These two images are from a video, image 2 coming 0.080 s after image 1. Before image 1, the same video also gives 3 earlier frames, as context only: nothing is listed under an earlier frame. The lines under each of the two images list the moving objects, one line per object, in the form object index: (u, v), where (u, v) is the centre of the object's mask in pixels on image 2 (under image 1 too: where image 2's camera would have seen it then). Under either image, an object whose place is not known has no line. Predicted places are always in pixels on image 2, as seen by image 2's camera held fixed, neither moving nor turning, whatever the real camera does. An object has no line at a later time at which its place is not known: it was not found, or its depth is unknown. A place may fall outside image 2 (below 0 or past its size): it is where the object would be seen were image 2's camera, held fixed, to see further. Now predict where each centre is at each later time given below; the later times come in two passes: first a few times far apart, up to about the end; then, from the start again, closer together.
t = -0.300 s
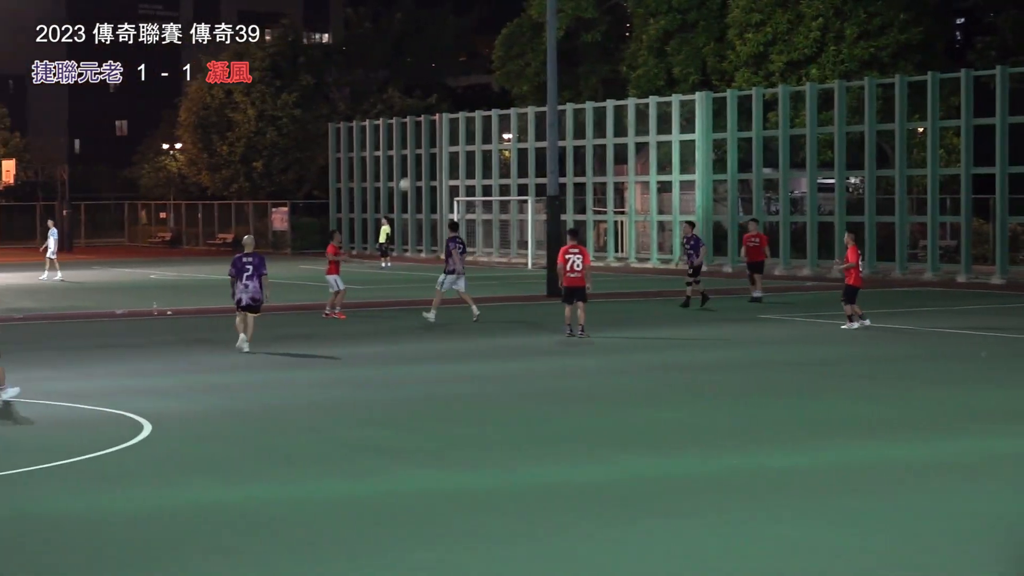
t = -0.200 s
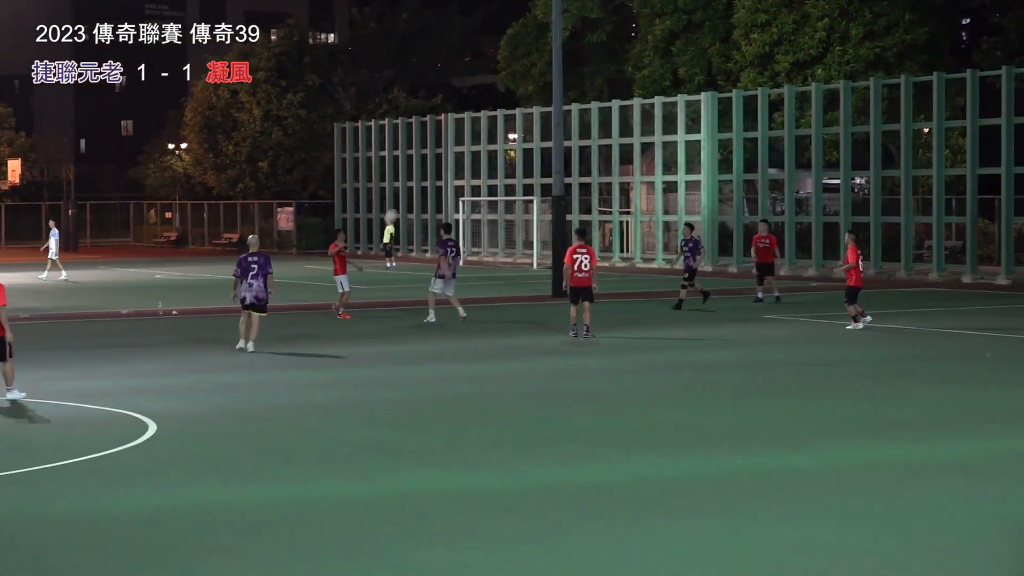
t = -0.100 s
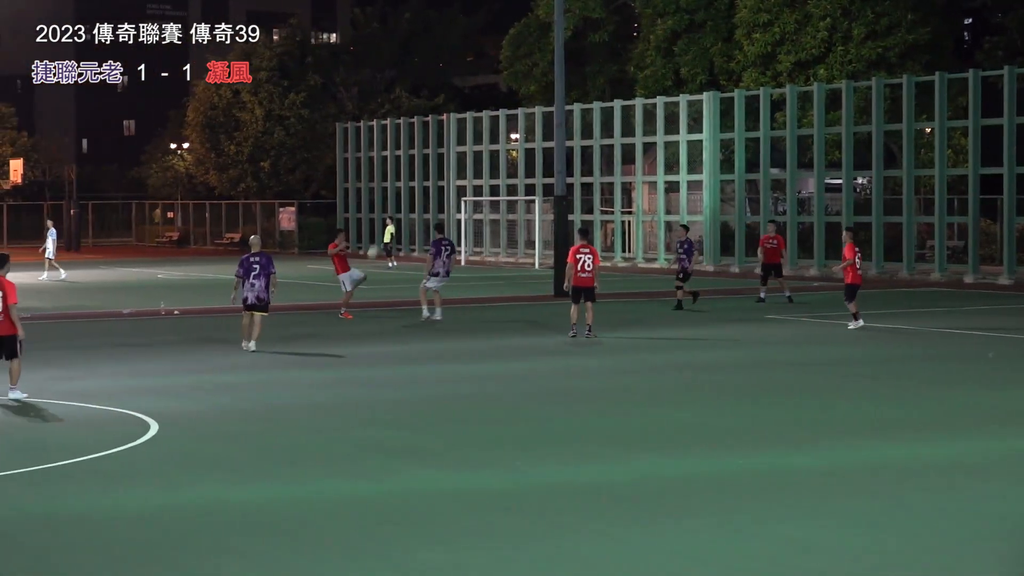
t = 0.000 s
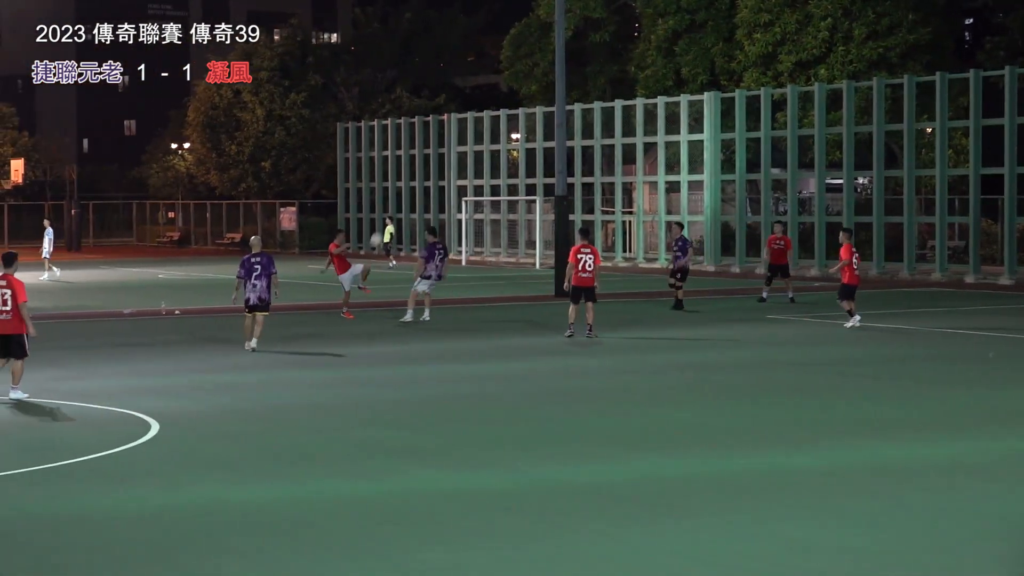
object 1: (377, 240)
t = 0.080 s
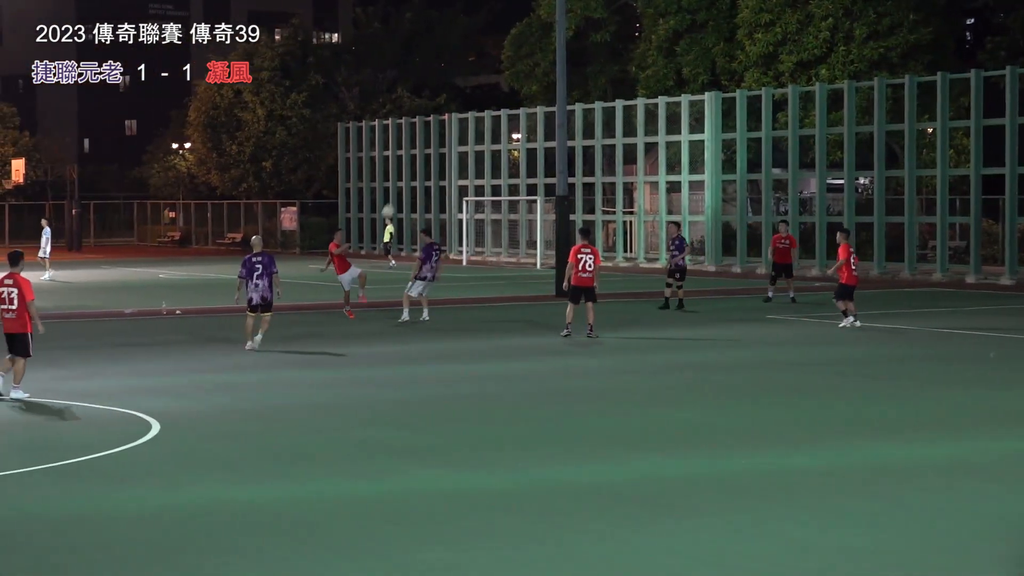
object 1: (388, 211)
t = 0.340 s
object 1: (426, 138)
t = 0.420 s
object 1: (439, 121)
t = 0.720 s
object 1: (490, 94)
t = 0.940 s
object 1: (526, 108)
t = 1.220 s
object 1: (576, 171)
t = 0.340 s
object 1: (426, 138)
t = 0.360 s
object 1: (430, 133)
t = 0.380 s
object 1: (433, 129)
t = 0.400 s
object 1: (436, 125)
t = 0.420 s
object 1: (439, 121)
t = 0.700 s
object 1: (486, 94)
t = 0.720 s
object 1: (490, 94)
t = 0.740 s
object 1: (493, 94)
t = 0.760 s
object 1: (496, 94)
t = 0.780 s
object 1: (500, 95)
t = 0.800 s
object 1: (503, 95)
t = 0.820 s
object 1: (506, 97)
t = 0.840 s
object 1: (509, 98)
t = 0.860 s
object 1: (513, 99)
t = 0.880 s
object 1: (516, 101)
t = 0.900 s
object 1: (519, 103)
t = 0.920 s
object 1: (523, 105)
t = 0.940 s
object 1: (526, 108)
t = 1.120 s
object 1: (558, 143)
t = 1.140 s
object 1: (562, 147)
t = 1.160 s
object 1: (566, 153)
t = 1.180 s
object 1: (569, 159)
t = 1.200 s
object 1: (572, 165)
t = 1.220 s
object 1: (576, 171)
